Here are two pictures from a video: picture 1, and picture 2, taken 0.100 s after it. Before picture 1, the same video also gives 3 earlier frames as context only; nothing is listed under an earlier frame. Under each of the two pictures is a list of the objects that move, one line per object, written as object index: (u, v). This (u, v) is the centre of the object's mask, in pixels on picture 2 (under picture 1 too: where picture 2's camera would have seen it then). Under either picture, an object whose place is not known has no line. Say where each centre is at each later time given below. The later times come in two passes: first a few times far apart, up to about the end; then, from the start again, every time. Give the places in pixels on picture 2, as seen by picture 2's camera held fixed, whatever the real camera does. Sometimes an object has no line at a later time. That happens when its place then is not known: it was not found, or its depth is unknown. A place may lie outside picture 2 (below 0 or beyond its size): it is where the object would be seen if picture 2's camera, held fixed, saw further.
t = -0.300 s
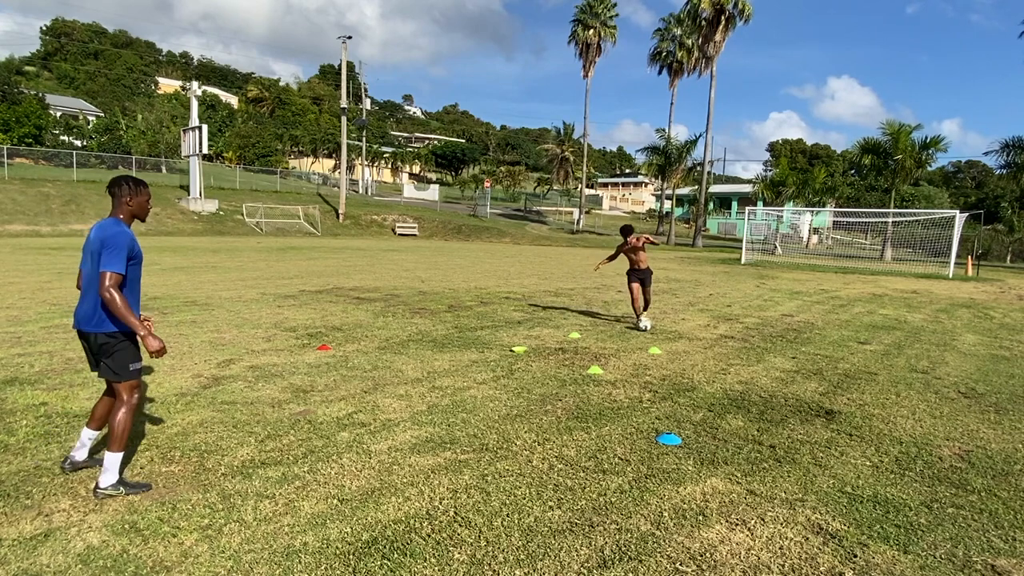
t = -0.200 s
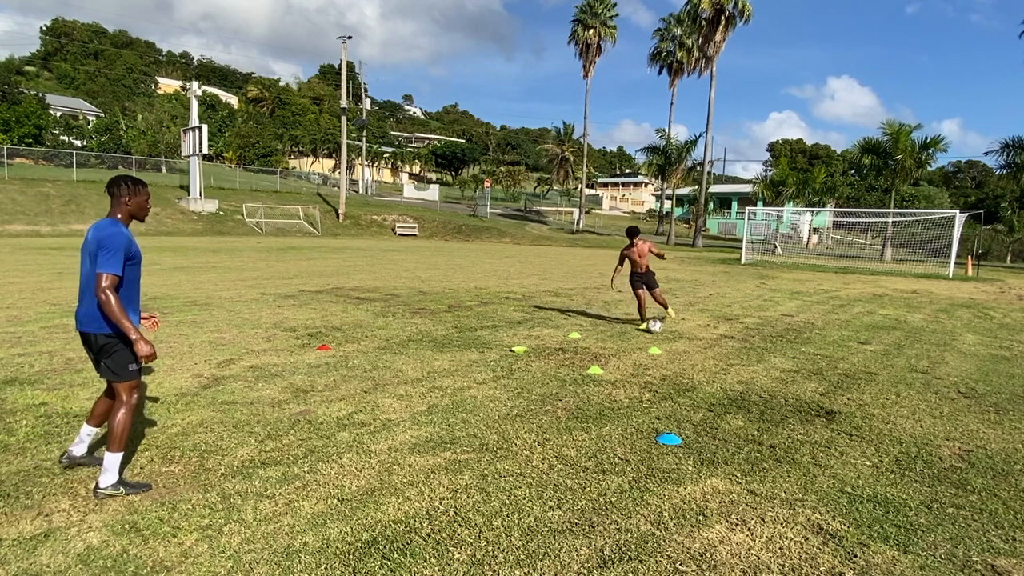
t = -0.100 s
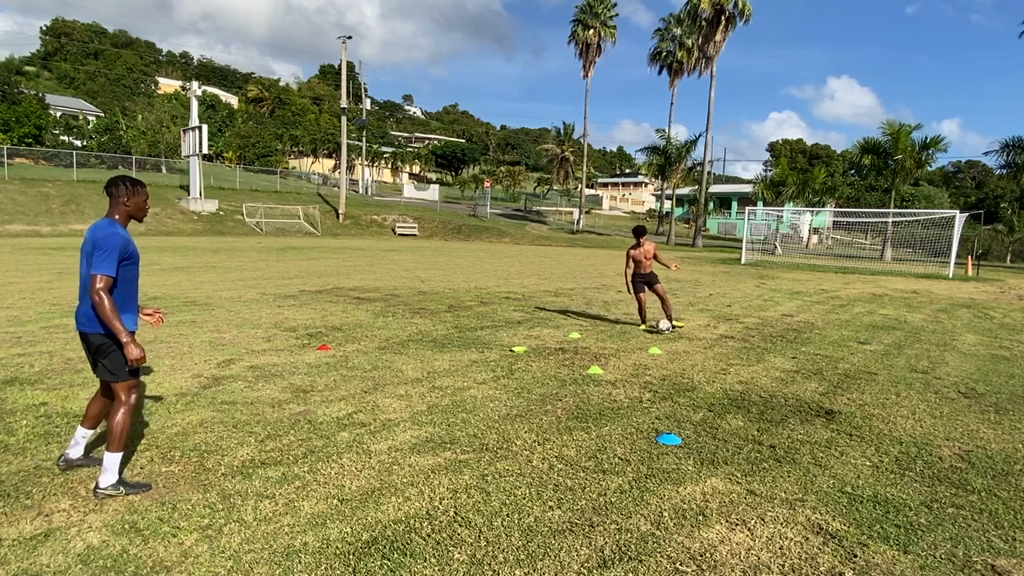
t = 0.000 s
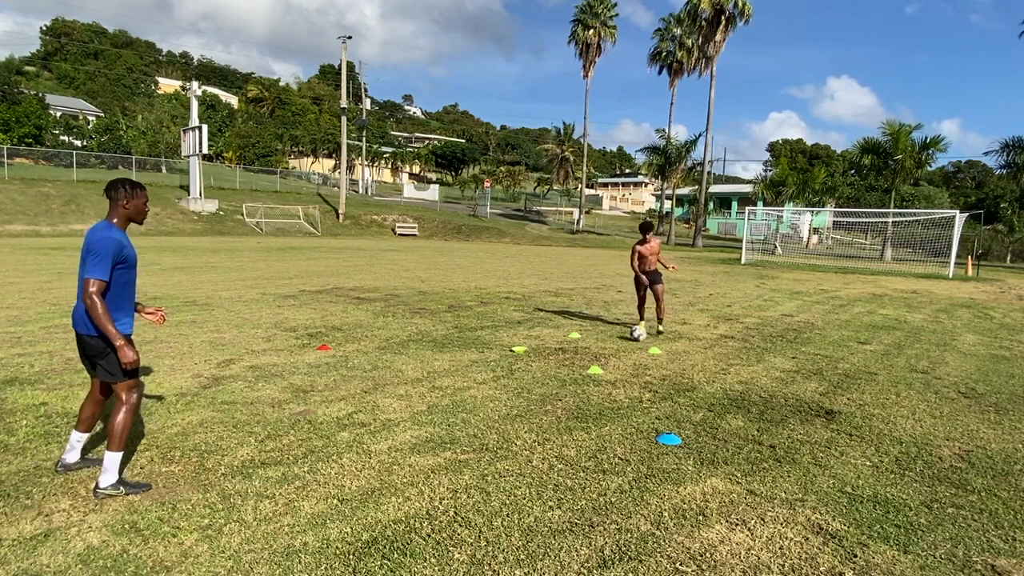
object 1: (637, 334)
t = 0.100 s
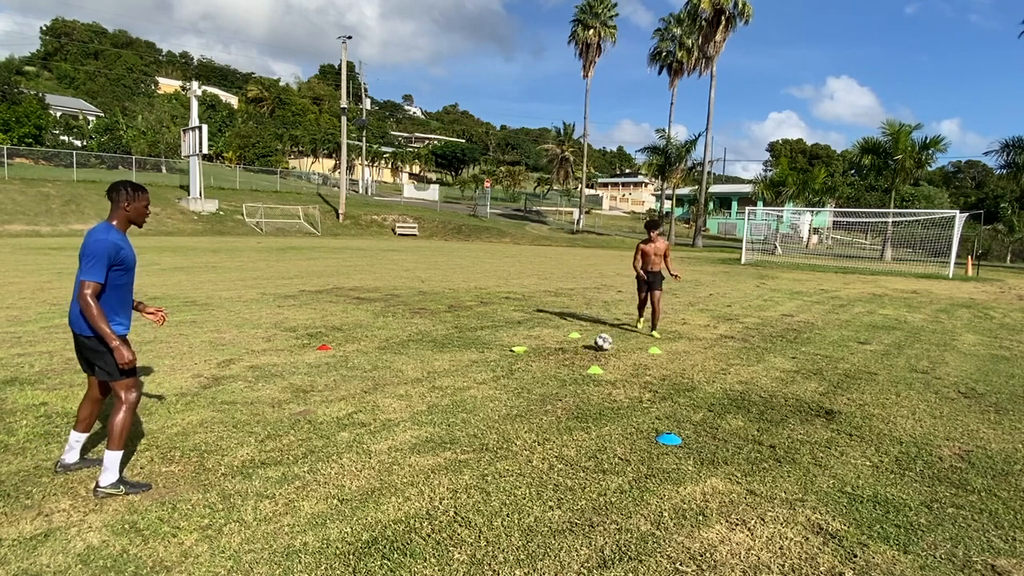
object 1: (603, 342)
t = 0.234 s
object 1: (559, 346)
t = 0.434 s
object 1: (484, 372)
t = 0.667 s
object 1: (367, 411)
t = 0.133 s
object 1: (590, 347)
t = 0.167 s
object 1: (579, 348)
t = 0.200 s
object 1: (570, 347)
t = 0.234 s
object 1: (559, 346)
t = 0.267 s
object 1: (548, 348)
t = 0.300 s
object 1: (535, 351)
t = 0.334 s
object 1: (523, 354)
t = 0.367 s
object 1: (511, 359)
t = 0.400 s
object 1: (497, 365)
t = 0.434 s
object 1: (484, 372)
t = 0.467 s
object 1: (468, 380)
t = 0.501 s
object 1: (453, 383)
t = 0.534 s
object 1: (438, 386)
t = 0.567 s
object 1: (422, 390)
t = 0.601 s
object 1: (405, 395)
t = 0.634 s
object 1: (386, 402)
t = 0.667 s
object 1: (367, 411)
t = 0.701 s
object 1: (347, 415)
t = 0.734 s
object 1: (326, 419)
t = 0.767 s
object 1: (303, 426)
